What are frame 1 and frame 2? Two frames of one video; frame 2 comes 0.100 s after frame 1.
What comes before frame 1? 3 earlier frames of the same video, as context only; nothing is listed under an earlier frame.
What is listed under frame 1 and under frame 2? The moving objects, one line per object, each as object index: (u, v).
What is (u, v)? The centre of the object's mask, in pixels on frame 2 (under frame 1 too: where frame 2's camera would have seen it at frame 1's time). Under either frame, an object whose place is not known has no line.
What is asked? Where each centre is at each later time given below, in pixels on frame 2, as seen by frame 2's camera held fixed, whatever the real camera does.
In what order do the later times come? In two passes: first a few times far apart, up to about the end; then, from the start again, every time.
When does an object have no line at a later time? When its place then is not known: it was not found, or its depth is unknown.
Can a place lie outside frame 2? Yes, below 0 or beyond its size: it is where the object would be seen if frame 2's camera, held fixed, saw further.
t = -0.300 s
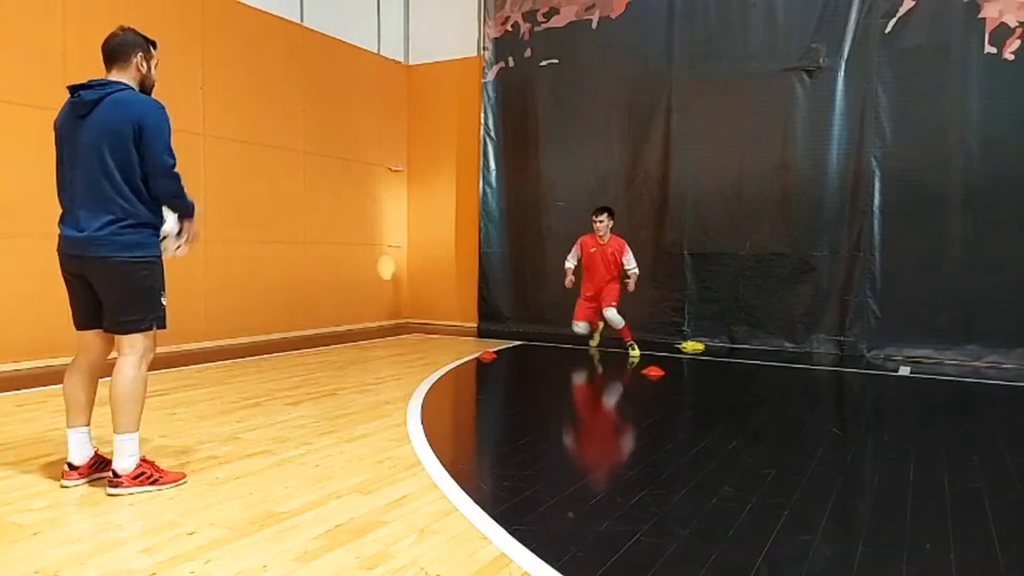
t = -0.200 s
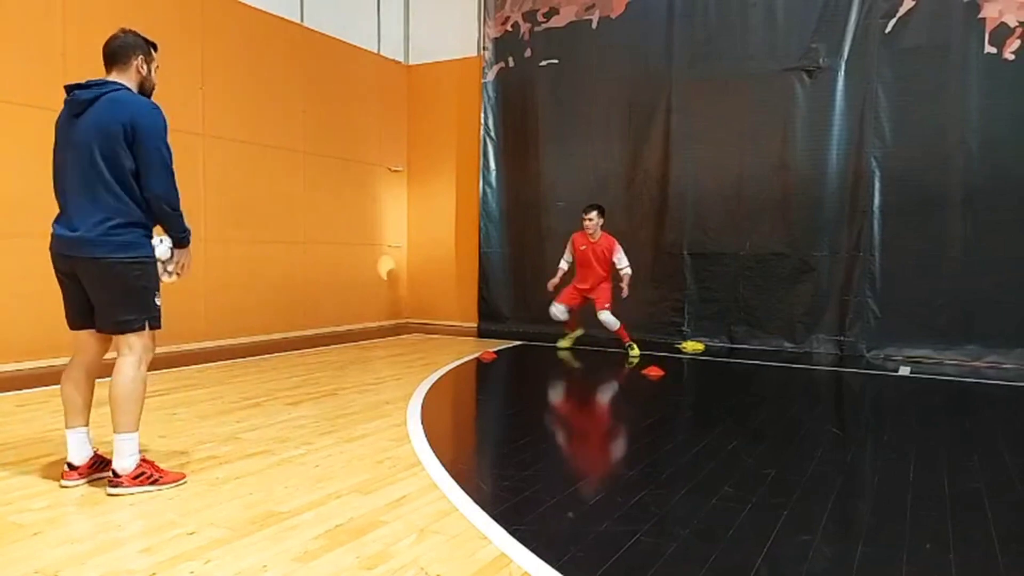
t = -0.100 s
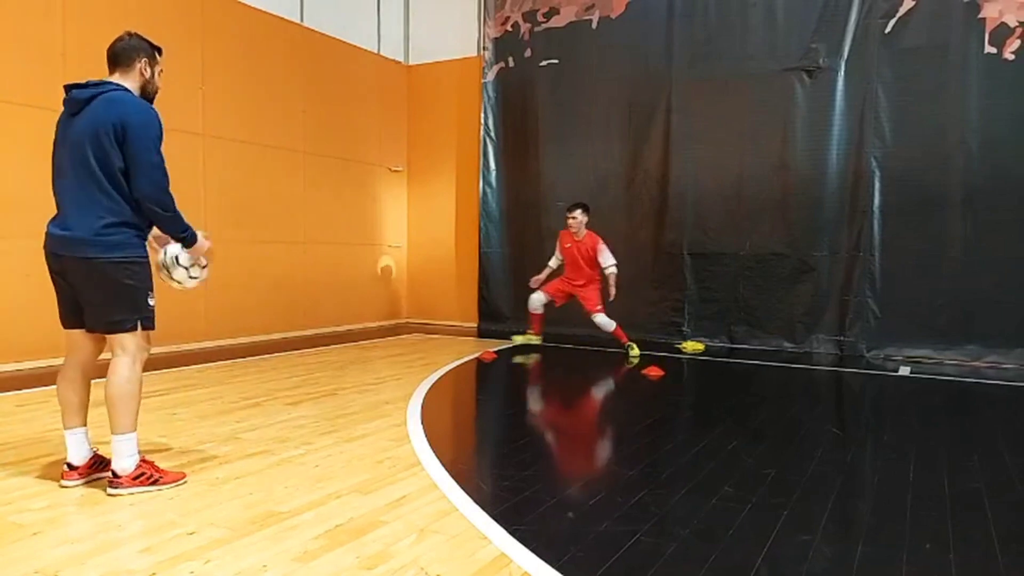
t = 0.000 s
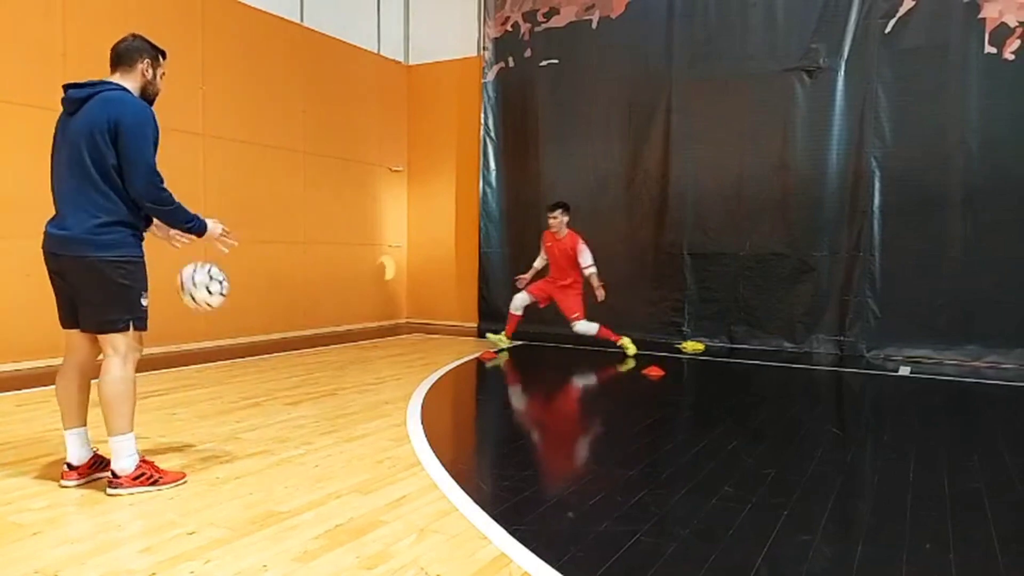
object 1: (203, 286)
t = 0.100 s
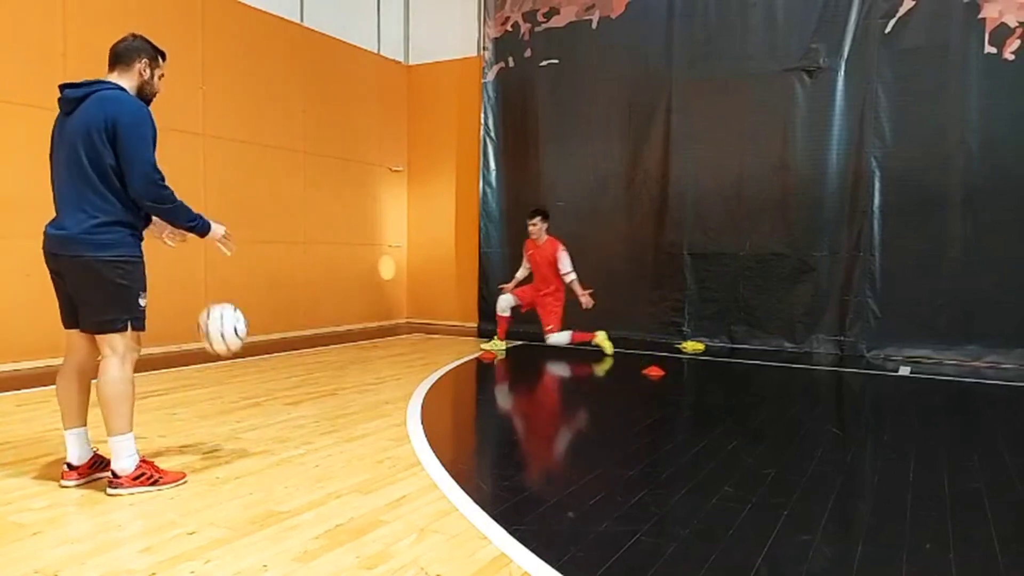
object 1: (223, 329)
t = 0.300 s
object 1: (254, 417)
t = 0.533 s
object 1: (261, 387)
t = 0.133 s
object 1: (229, 347)
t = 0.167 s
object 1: (236, 368)
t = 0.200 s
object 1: (242, 391)
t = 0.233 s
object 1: (248, 415)
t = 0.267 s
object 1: (253, 432)
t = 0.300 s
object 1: (254, 417)
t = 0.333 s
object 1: (255, 407)
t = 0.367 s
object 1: (256, 398)
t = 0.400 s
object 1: (257, 391)
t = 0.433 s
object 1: (258, 387)
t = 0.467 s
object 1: (259, 385)
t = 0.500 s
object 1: (260, 385)
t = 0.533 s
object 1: (261, 387)
